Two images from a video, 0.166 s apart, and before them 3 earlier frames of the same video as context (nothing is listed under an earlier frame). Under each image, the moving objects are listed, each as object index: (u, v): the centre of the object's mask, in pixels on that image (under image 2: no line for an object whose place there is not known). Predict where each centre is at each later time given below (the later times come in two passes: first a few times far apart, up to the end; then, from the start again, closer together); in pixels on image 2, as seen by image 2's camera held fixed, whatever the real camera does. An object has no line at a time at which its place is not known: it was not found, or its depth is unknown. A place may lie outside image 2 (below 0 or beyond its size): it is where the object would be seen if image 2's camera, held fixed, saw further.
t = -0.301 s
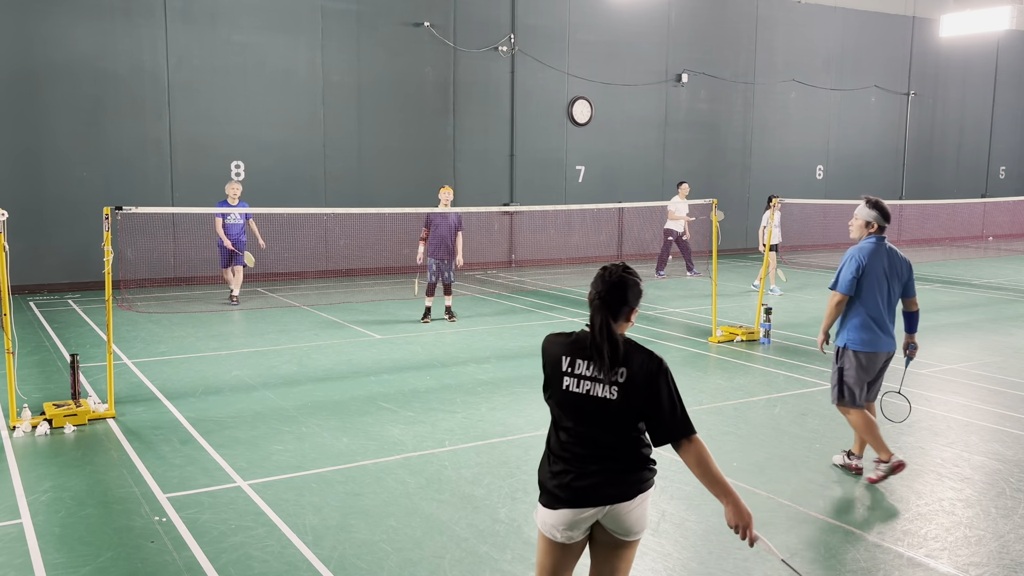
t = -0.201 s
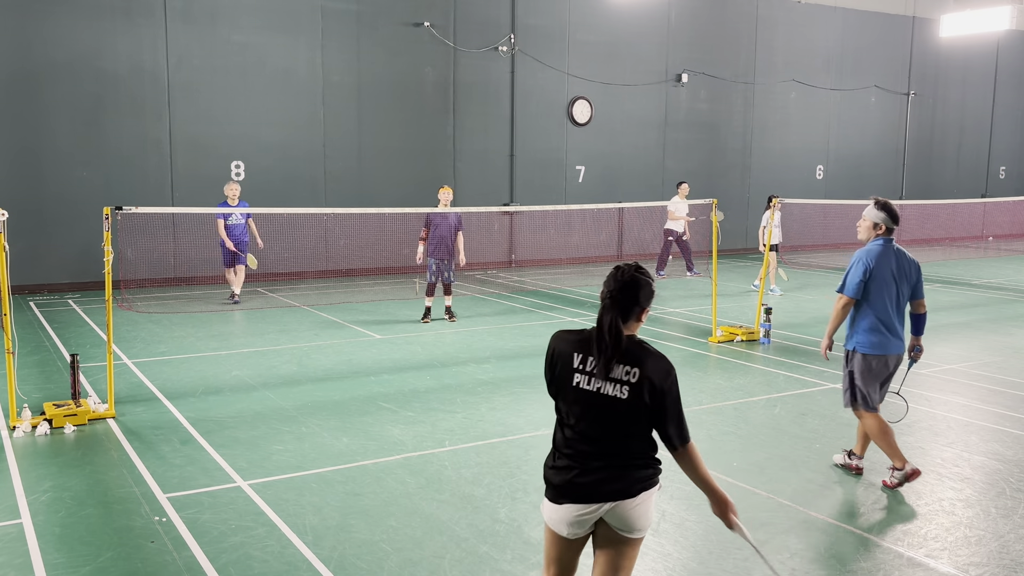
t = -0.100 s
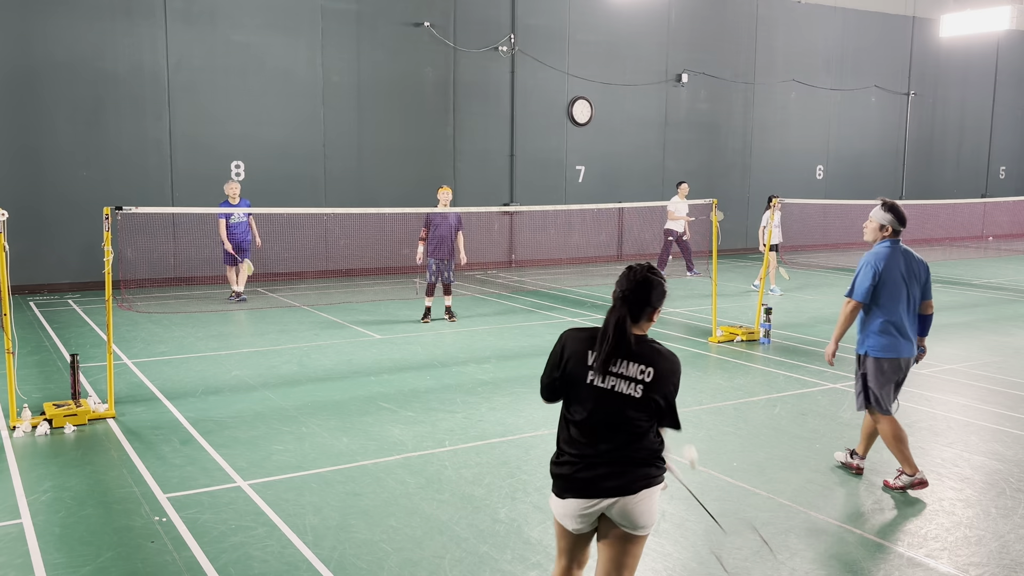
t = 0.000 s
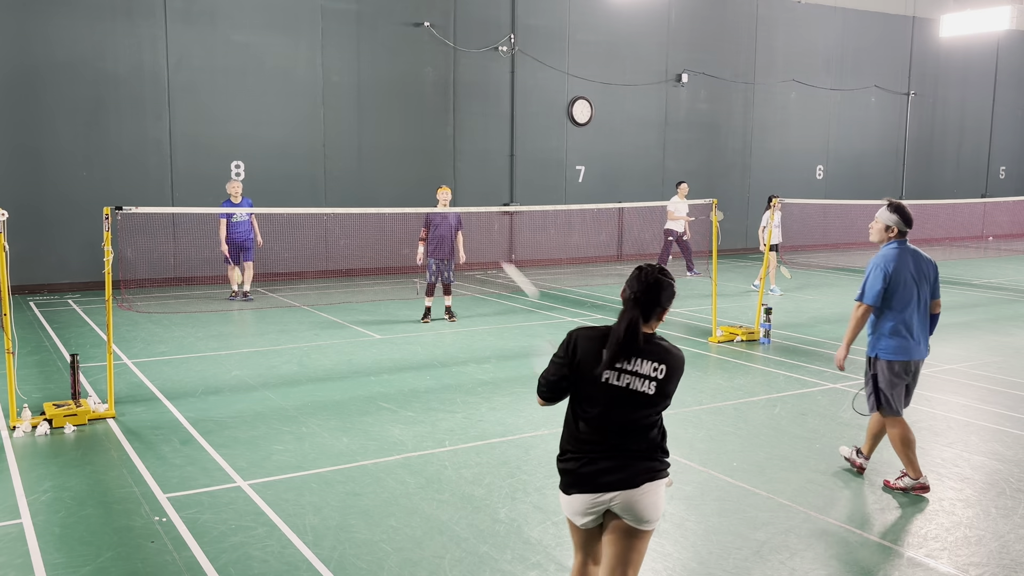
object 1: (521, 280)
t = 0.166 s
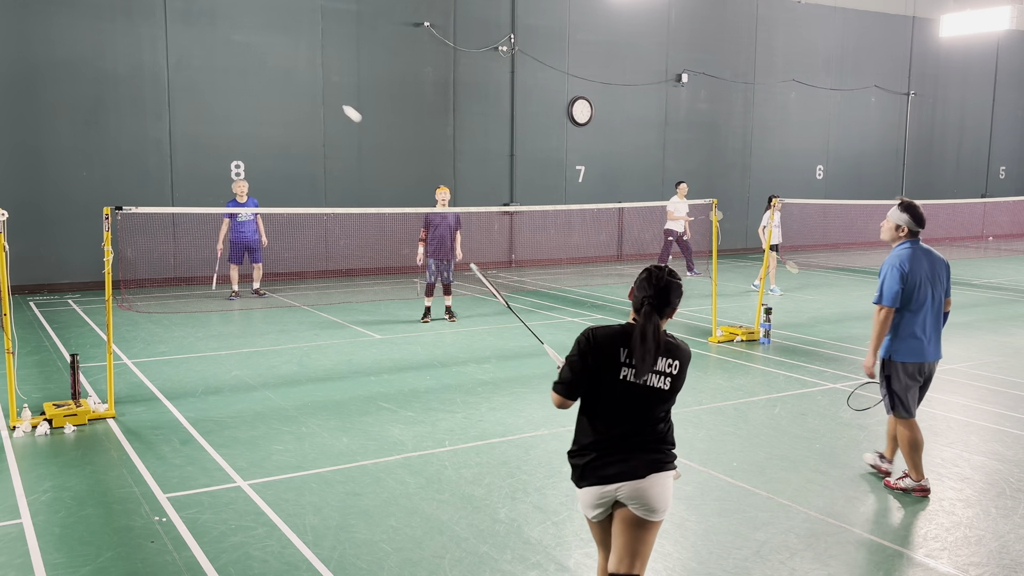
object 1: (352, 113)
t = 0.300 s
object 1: (291, 71)
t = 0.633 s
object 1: (218, 84)
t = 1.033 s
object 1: (186, 196)
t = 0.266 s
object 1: (304, 78)
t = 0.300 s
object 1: (291, 71)
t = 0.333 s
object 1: (280, 67)
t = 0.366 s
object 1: (270, 64)
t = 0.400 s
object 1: (261, 63)
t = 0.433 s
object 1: (253, 63)
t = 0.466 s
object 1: (246, 64)
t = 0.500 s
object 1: (239, 66)
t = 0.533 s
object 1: (233, 69)
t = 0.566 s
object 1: (228, 73)
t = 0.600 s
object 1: (223, 78)
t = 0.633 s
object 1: (218, 84)
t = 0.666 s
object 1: (214, 90)
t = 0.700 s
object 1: (210, 97)
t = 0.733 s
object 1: (206, 105)
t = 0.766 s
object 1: (203, 113)
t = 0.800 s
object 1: (200, 122)
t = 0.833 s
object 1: (198, 132)
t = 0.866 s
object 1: (195, 142)
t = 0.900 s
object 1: (193, 152)
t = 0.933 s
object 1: (191, 162)
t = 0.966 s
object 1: (189, 173)
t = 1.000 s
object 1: (188, 184)
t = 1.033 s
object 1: (186, 196)
